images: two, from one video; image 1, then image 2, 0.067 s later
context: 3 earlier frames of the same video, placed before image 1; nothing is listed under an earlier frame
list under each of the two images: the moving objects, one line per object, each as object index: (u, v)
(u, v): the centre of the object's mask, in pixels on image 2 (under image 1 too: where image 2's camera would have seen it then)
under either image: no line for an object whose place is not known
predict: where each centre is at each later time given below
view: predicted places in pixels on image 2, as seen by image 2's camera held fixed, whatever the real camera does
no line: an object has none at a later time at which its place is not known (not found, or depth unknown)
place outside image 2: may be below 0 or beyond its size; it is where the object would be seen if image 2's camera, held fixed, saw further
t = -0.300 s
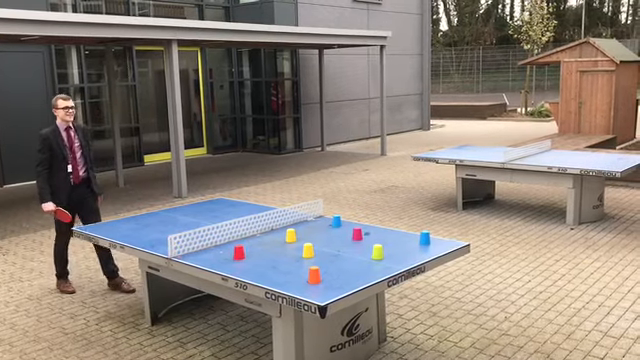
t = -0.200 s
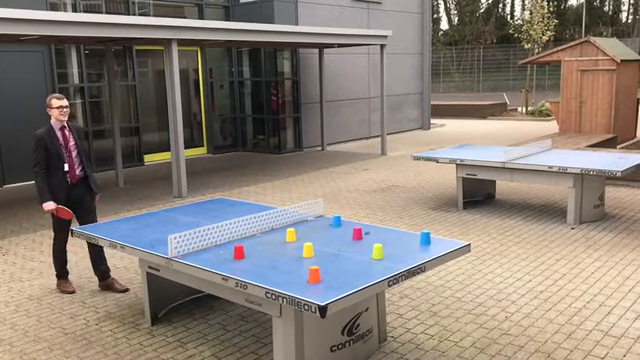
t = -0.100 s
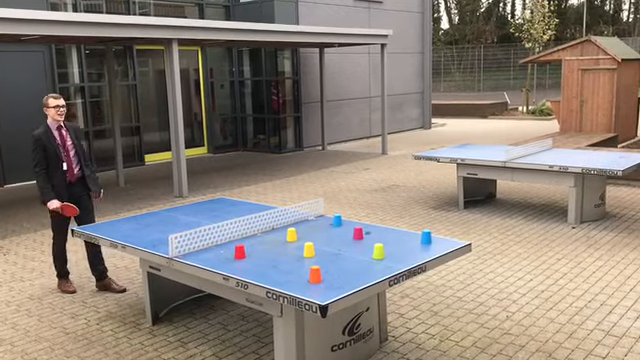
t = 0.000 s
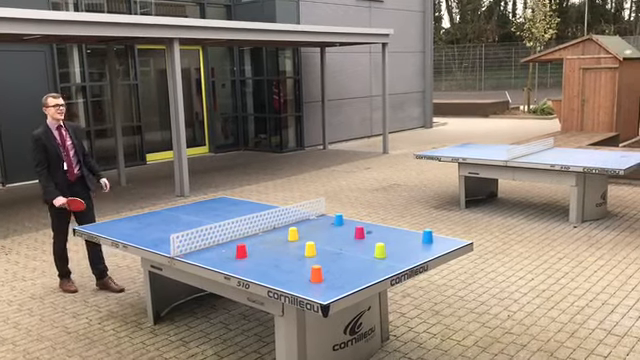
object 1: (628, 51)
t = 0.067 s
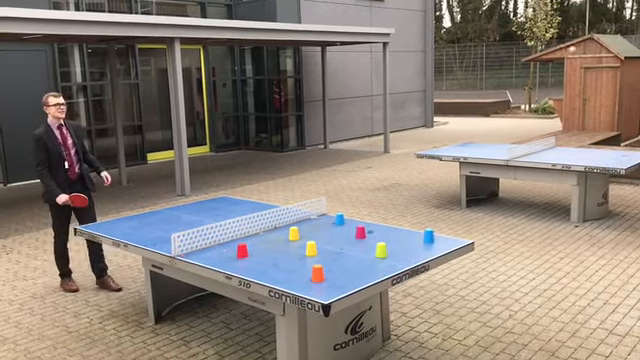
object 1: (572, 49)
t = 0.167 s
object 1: (492, 56)
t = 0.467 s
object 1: (304, 141)
